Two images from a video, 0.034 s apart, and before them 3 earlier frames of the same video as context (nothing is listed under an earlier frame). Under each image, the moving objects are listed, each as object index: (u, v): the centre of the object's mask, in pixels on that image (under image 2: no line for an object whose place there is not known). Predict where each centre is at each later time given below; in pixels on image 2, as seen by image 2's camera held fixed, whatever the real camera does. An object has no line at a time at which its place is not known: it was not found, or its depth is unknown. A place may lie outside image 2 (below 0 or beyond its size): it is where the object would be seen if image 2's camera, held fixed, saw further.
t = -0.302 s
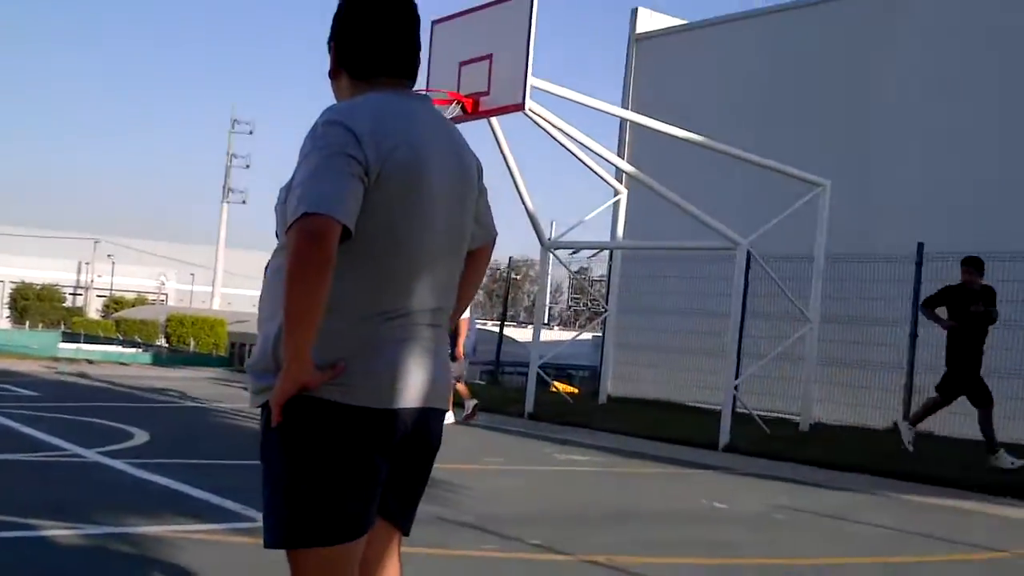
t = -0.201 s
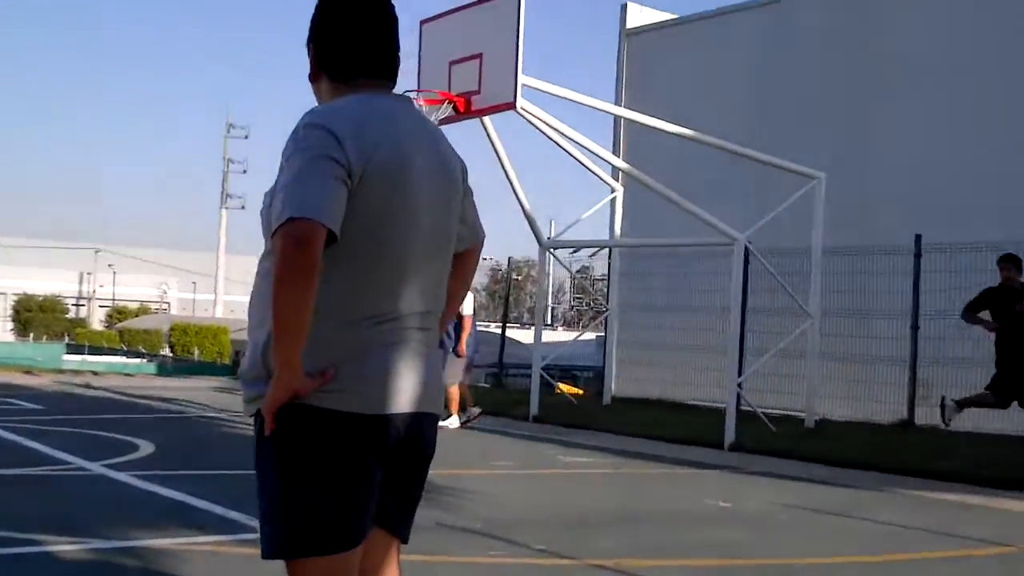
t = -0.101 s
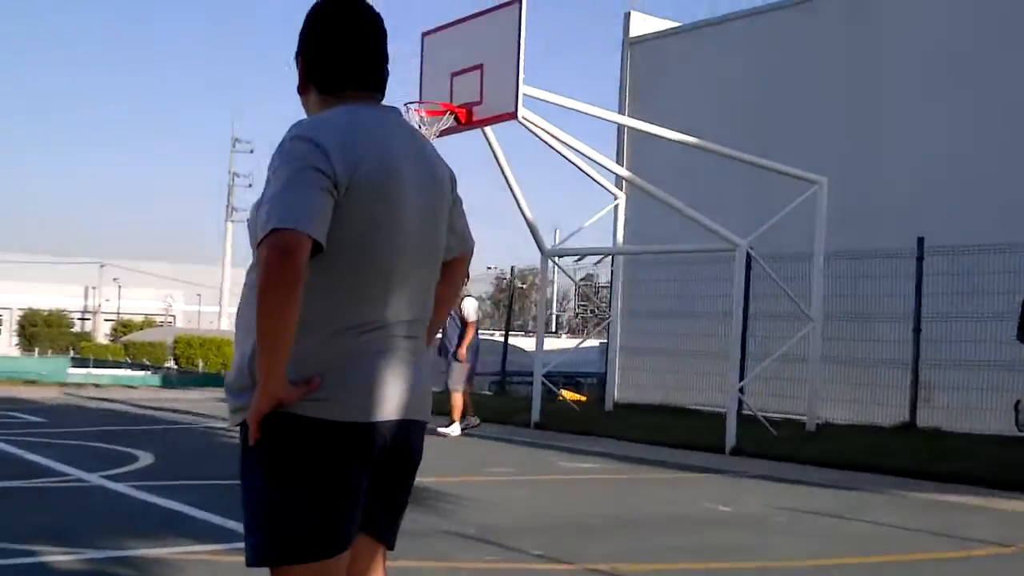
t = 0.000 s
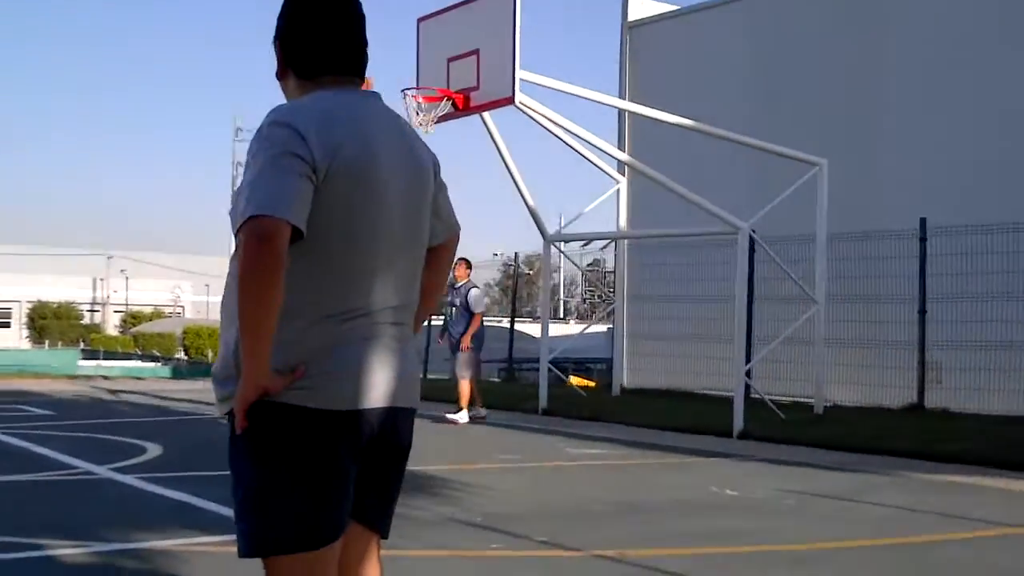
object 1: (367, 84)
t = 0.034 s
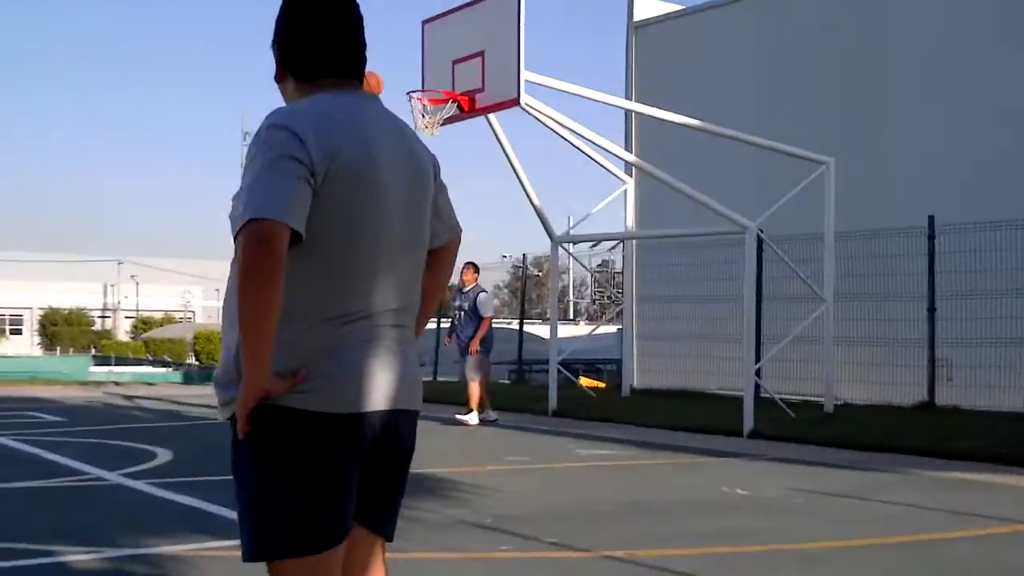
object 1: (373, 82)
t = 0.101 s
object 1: (379, 76)
